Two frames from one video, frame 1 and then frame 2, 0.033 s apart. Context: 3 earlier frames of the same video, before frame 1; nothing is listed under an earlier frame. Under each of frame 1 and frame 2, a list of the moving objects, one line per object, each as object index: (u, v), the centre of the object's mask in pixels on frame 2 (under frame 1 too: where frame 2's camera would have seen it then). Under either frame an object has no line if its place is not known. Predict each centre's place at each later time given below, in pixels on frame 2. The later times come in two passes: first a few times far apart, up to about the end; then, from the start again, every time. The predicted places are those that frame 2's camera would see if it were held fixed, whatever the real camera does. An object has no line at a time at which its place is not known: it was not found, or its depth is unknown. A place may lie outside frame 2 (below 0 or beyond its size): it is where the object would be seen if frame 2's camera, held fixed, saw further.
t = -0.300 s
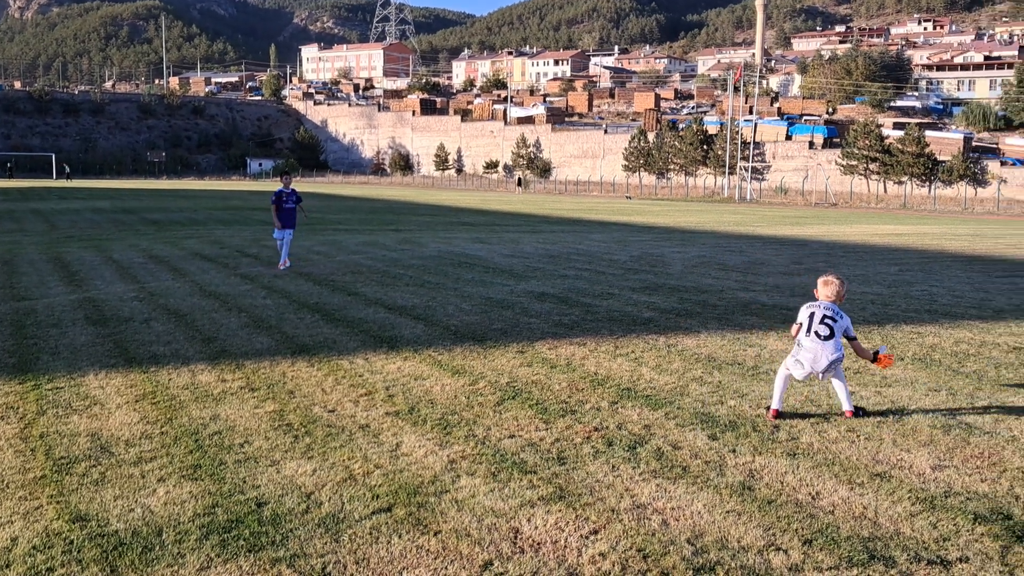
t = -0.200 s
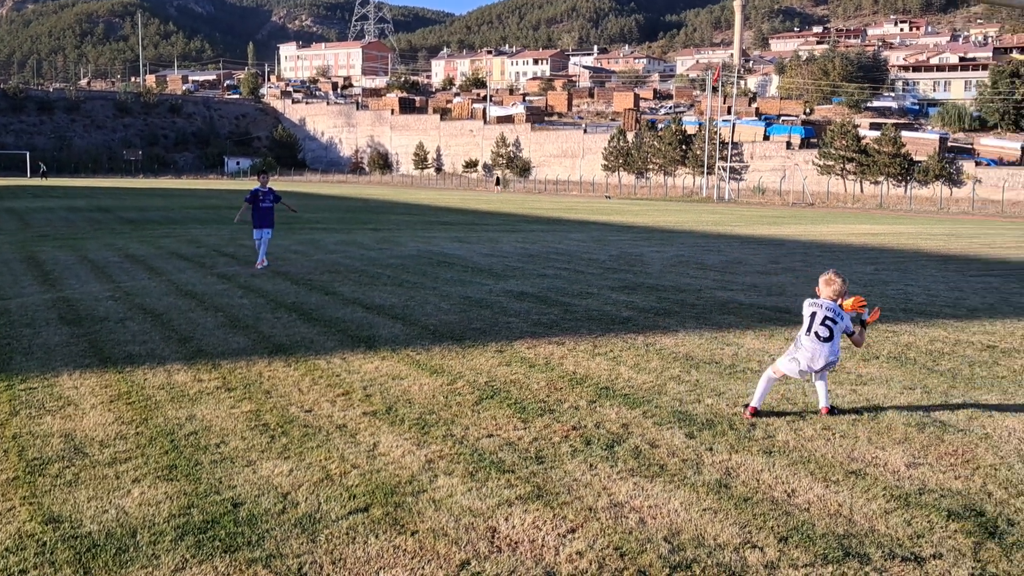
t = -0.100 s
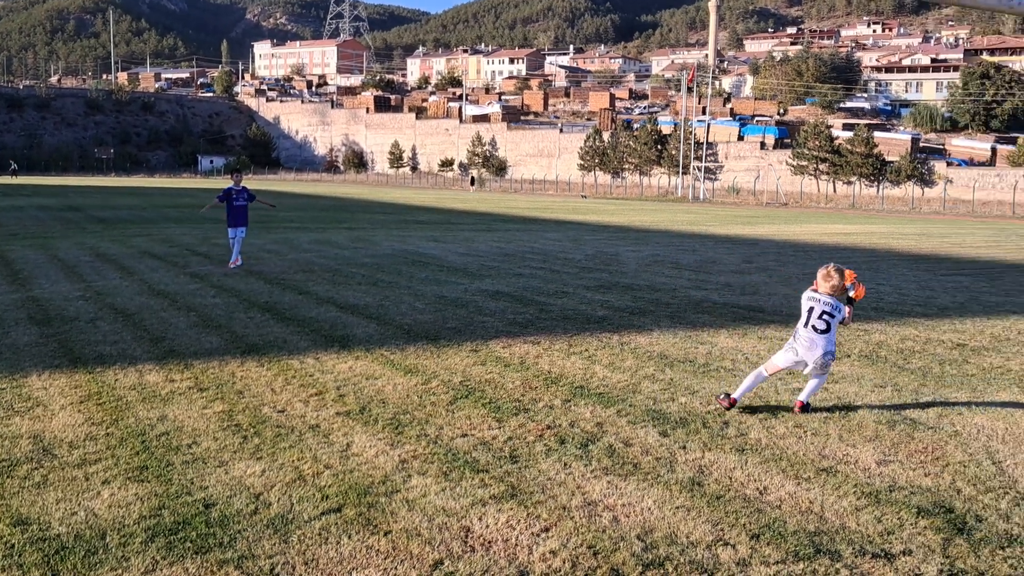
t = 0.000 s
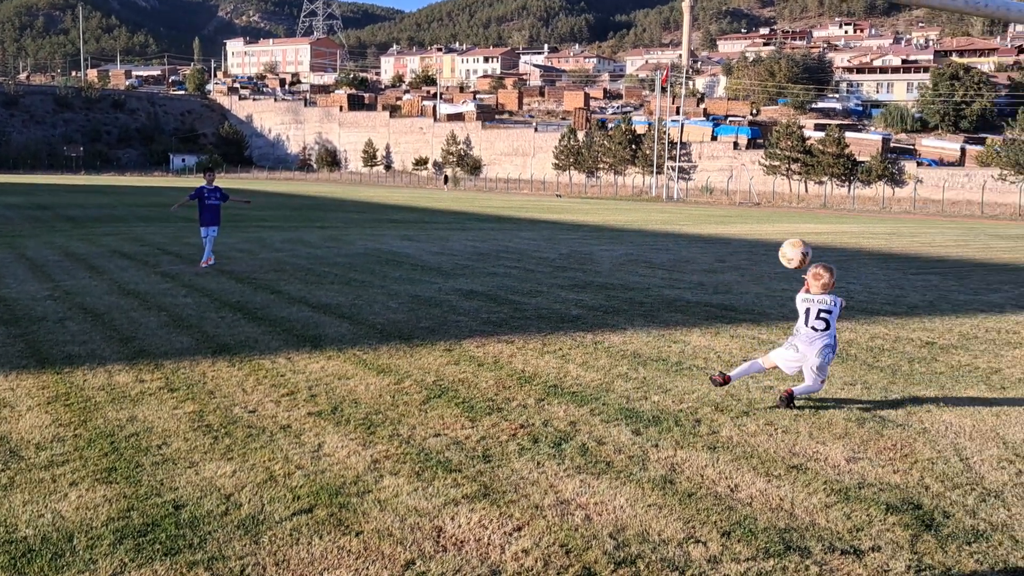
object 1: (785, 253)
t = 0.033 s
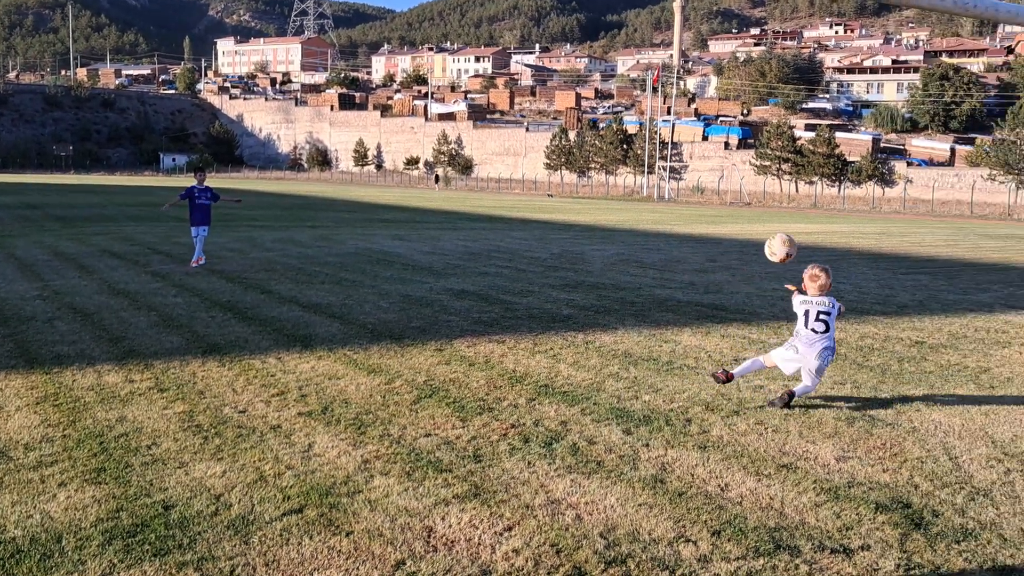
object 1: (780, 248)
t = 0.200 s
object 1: (756, 248)
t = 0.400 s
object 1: (728, 291)
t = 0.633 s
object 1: (714, 315)
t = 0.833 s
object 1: (715, 293)
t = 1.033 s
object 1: (718, 312)
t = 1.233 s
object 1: (719, 320)
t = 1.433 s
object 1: (720, 322)
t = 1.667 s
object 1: (722, 320)
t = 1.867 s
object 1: (722, 318)
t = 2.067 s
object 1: (723, 316)
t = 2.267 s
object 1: (724, 315)
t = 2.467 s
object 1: (725, 315)
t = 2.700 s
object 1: (726, 315)
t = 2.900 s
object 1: (726, 315)
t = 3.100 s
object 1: (726, 315)
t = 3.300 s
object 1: (726, 315)
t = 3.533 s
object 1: (726, 315)
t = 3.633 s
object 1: (726, 315)
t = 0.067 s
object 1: (776, 245)
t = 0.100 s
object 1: (772, 244)
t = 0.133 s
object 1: (766, 243)
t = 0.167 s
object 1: (761, 245)
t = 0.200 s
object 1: (756, 248)
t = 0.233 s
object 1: (750, 252)
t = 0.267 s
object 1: (745, 258)
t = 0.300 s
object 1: (739, 265)
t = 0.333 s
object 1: (736, 272)
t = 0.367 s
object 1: (732, 281)
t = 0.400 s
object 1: (728, 291)
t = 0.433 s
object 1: (724, 302)
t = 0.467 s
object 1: (720, 314)
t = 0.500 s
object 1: (718, 326)
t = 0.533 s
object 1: (715, 339)
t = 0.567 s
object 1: (716, 333)
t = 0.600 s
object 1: (715, 323)
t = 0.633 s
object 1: (714, 315)
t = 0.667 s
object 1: (715, 308)
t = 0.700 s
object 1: (715, 303)
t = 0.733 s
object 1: (715, 299)
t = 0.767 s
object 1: (714, 296)
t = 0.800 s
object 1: (715, 294)
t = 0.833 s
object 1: (715, 293)
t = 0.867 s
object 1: (715, 294)
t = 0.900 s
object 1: (716, 295)
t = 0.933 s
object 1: (716, 297)
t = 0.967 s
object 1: (716, 301)
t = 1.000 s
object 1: (717, 306)
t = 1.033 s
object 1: (718, 312)
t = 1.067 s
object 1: (719, 319)
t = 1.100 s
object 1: (719, 328)
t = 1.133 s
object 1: (719, 328)
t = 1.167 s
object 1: (719, 324)
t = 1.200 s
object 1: (719, 321)
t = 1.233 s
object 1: (719, 320)
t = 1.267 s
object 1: (719, 320)
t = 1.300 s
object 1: (720, 321)
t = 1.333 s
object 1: (720, 322)
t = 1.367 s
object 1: (720, 324)
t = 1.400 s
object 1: (720, 323)
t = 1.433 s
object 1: (720, 322)
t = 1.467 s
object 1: (720, 321)
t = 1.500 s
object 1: (721, 321)
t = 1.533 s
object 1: (721, 321)
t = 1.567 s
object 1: (721, 322)
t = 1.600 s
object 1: (721, 321)
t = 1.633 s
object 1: (722, 320)
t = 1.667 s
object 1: (722, 320)
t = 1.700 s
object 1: (722, 319)
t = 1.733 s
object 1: (722, 319)
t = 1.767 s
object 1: (722, 318)
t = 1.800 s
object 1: (722, 318)
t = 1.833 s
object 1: (722, 318)
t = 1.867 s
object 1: (722, 318)
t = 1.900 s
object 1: (722, 317)
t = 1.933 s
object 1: (722, 316)
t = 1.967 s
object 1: (723, 316)
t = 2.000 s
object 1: (723, 316)
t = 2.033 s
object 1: (723, 316)
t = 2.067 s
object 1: (723, 316)
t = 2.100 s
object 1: (723, 316)
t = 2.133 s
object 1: (723, 315)
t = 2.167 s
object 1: (723, 315)
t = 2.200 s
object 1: (723, 315)
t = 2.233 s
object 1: (724, 315)
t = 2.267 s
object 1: (724, 315)
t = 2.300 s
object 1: (724, 315)
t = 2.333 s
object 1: (724, 315)
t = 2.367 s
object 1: (724, 315)
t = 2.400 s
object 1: (725, 315)
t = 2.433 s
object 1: (725, 315)
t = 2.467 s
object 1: (725, 315)
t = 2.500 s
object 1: (725, 315)
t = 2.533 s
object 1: (725, 315)
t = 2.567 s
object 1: (725, 315)
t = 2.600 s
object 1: (726, 315)
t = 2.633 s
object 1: (726, 315)
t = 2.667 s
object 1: (726, 315)
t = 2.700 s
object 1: (726, 315)
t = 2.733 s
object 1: (726, 315)
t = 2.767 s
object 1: (726, 315)
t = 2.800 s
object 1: (726, 315)
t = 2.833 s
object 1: (726, 315)
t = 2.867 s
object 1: (726, 315)
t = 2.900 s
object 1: (726, 315)
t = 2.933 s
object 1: (726, 315)
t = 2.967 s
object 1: (726, 315)
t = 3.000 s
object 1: (726, 315)
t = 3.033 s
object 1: (726, 315)
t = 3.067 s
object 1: (726, 315)
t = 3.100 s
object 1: (726, 315)
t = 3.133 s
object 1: (726, 315)
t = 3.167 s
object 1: (726, 315)
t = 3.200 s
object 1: (726, 315)
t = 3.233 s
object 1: (726, 315)
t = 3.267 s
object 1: (726, 315)
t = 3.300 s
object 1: (726, 315)
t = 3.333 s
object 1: (726, 315)
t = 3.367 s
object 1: (726, 315)
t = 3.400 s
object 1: (726, 315)
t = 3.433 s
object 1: (726, 315)
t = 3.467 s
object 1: (726, 315)
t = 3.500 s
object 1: (726, 315)
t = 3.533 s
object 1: (726, 315)
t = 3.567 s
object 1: (726, 315)
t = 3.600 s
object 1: (726, 315)
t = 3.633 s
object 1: (726, 315)
